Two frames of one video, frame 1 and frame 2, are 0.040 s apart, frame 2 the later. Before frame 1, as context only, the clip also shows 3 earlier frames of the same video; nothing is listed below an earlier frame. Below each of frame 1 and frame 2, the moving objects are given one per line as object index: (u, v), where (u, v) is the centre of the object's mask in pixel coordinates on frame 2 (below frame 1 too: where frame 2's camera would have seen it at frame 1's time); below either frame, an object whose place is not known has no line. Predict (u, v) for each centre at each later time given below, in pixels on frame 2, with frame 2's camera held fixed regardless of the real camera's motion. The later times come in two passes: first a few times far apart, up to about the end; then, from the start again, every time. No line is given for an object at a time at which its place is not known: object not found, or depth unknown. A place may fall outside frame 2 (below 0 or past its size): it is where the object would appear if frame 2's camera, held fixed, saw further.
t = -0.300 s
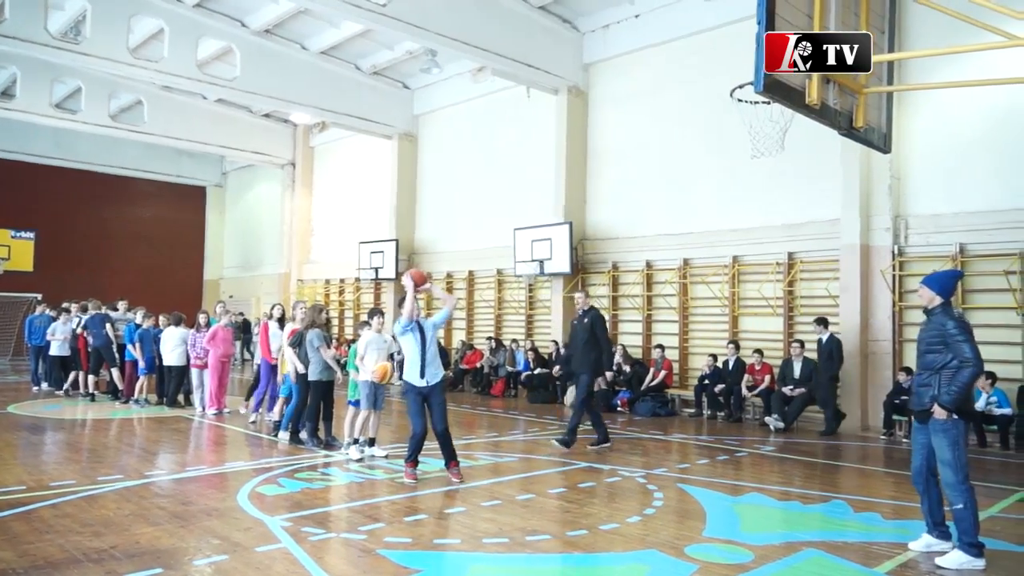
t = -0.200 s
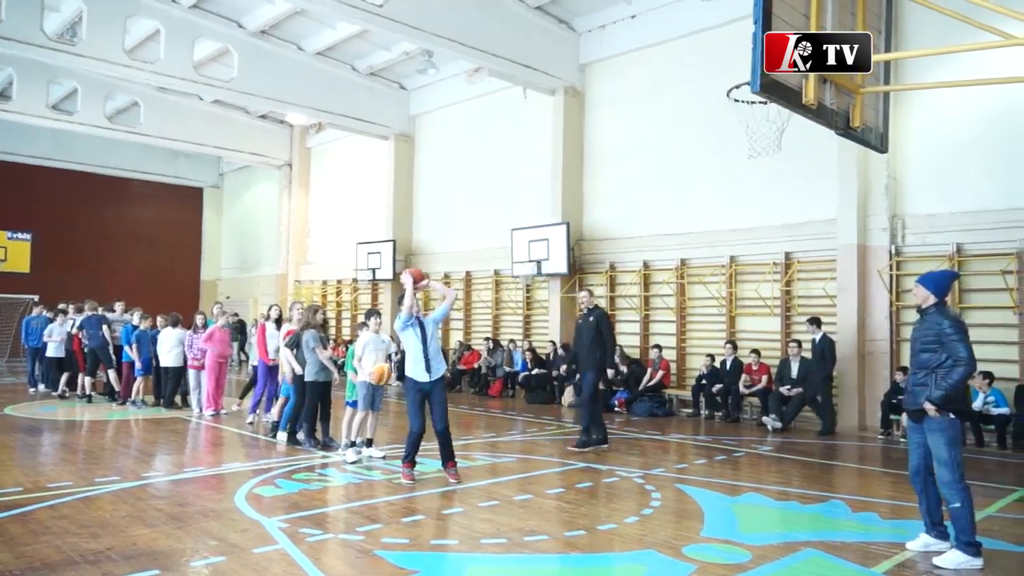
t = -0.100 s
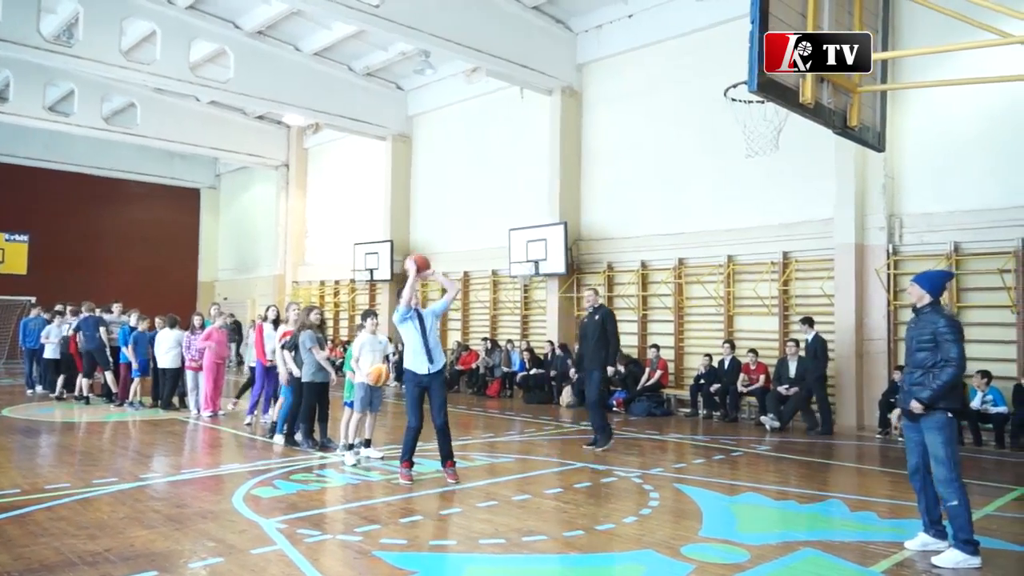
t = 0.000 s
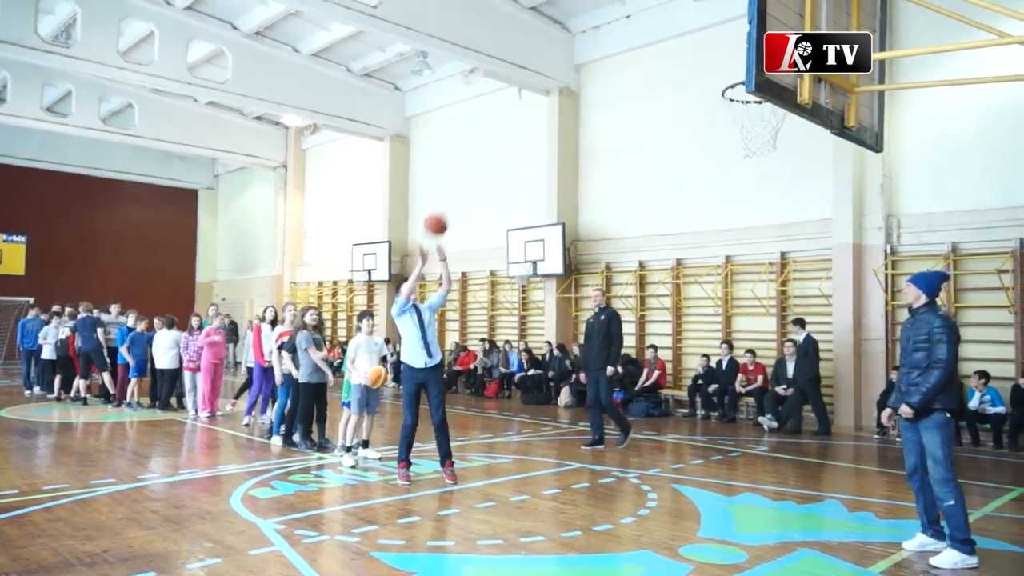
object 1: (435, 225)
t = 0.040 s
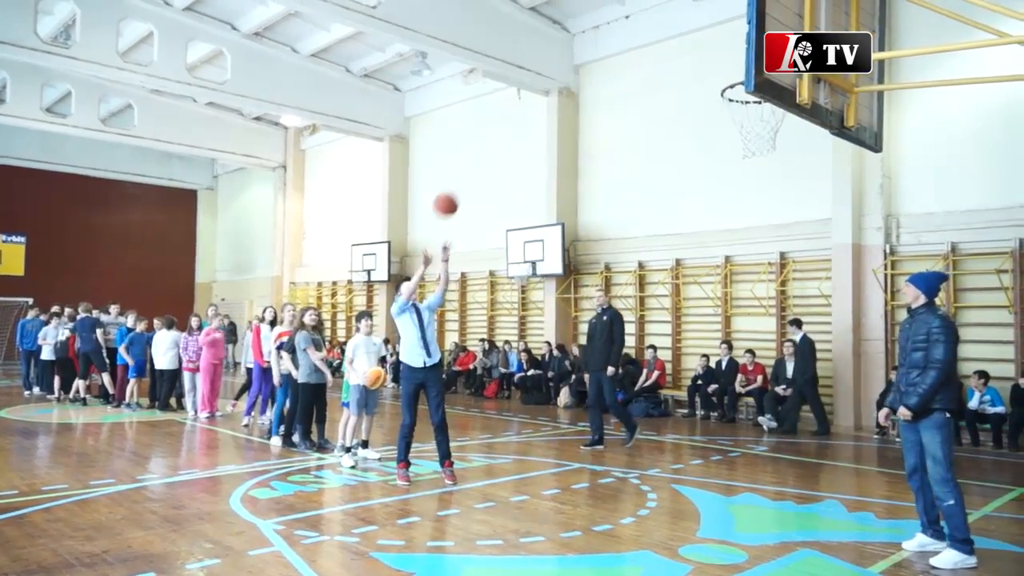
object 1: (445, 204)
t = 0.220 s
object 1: (498, 126)
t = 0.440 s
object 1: (576, 66)
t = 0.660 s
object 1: (669, 59)
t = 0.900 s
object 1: (727, 30)
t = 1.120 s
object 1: (736, 14)
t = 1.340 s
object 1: (741, 77)
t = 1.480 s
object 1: (739, 146)
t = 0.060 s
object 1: (451, 194)
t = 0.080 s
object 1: (457, 185)
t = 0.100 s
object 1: (462, 176)
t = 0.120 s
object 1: (468, 166)
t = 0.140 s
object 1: (474, 158)
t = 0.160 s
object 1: (480, 149)
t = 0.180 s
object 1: (485, 141)
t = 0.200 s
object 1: (492, 133)
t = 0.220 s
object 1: (498, 126)
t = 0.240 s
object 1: (504, 119)
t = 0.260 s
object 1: (511, 112)
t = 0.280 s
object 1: (518, 105)
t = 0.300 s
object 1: (526, 98)
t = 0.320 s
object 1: (532, 93)
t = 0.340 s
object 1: (539, 87)
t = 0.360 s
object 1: (546, 83)
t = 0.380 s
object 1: (553, 78)
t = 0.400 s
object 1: (561, 73)
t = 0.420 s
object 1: (567, 70)
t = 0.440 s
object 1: (576, 66)
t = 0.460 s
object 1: (583, 63)
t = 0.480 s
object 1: (590, 60)
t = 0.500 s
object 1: (599, 58)
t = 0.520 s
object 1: (607, 56)
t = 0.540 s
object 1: (615, 55)
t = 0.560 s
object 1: (624, 54)
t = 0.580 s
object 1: (633, 54)
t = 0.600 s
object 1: (642, 54)
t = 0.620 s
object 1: (651, 55)
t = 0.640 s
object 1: (660, 56)
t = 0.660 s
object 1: (669, 59)
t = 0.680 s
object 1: (679, 61)
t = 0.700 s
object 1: (689, 64)
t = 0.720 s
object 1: (699, 68)
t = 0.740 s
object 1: (709, 73)
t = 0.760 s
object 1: (718, 76)
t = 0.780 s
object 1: (720, 68)
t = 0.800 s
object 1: (721, 61)
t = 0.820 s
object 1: (722, 54)
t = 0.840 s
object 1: (724, 47)
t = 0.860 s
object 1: (725, 41)
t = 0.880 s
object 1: (726, 35)
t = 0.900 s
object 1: (727, 30)
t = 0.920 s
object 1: (729, 26)
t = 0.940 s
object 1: (729, 22)
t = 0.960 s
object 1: (730, 18)
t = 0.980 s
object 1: (731, 15)
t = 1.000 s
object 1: (732, 14)
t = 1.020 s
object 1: (732, 13)
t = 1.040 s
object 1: (733, 12)
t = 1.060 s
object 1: (733, 12)
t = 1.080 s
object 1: (734, 12)
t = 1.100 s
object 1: (735, 13)
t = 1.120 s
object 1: (736, 14)
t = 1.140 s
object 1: (736, 15)
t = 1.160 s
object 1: (737, 18)
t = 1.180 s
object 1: (738, 22)
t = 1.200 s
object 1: (738, 26)
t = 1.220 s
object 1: (739, 31)
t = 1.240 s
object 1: (740, 37)
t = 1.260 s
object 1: (740, 43)
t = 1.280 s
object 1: (740, 51)
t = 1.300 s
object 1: (741, 60)
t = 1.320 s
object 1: (741, 68)
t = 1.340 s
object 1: (741, 77)
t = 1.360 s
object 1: (749, 95)
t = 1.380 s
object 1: (750, 102)
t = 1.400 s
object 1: (750, 107)
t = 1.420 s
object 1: (749, 113)
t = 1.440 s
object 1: (746, 124)
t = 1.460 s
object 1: (742, 134)
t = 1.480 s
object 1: (739, 146)
